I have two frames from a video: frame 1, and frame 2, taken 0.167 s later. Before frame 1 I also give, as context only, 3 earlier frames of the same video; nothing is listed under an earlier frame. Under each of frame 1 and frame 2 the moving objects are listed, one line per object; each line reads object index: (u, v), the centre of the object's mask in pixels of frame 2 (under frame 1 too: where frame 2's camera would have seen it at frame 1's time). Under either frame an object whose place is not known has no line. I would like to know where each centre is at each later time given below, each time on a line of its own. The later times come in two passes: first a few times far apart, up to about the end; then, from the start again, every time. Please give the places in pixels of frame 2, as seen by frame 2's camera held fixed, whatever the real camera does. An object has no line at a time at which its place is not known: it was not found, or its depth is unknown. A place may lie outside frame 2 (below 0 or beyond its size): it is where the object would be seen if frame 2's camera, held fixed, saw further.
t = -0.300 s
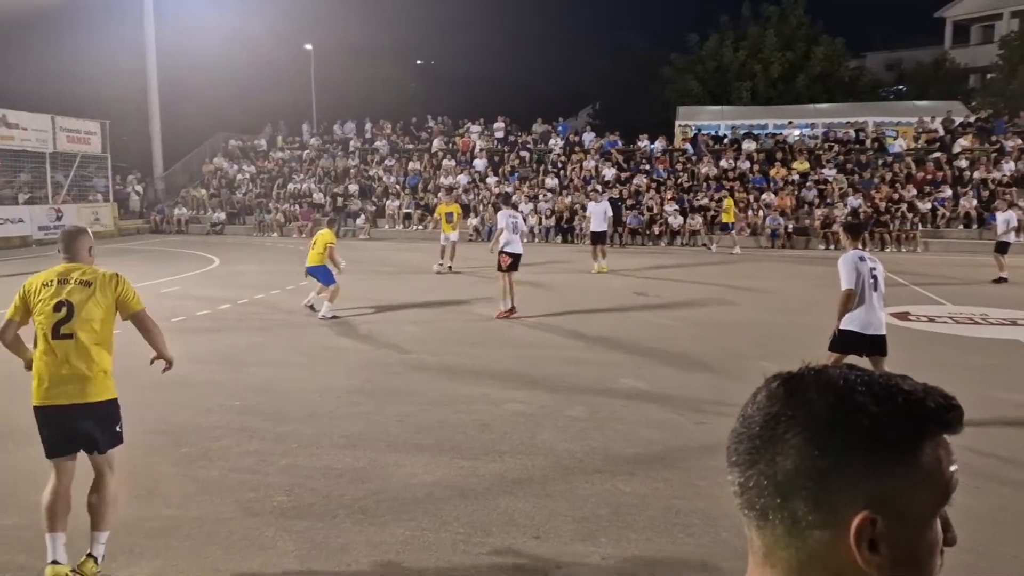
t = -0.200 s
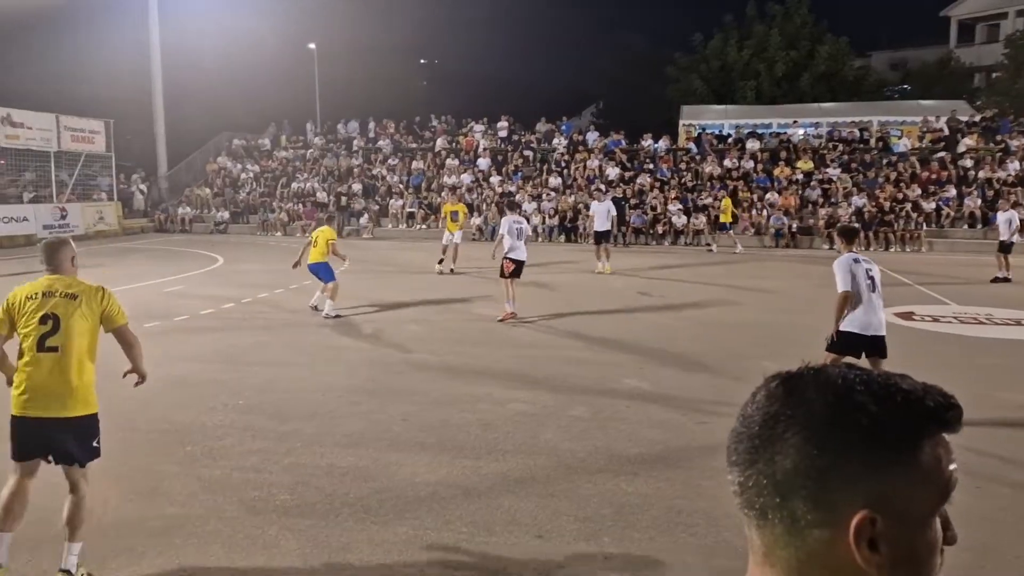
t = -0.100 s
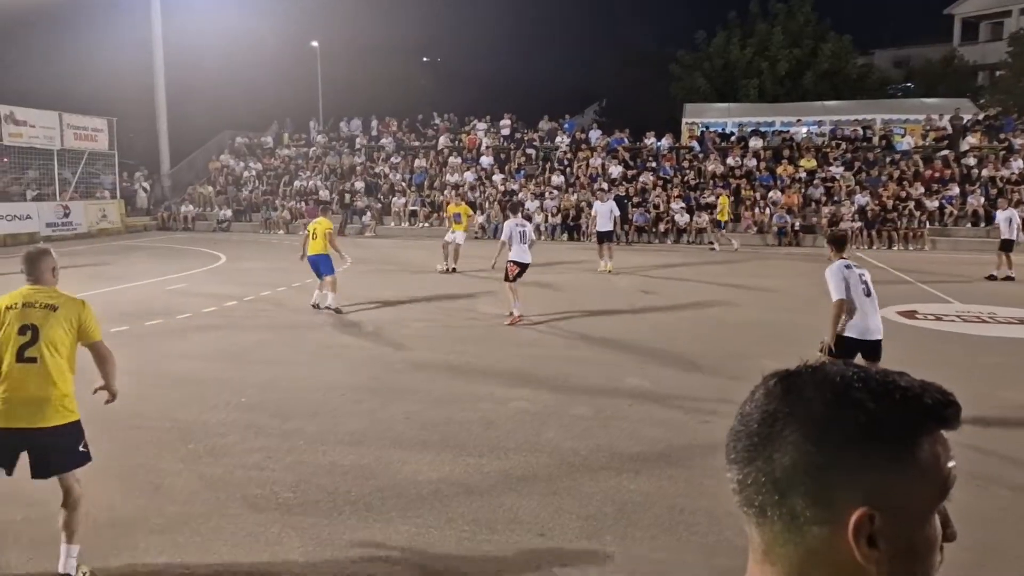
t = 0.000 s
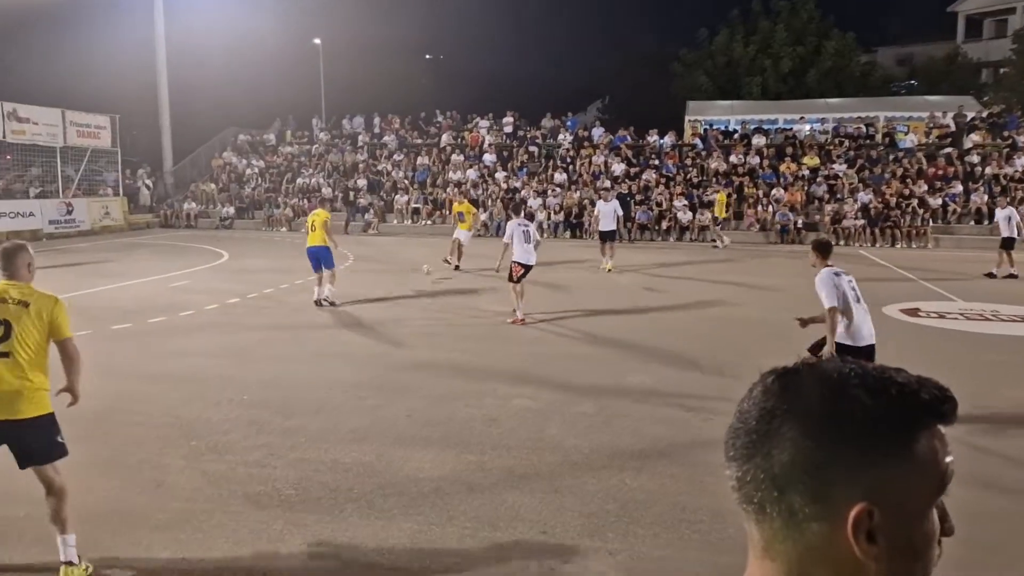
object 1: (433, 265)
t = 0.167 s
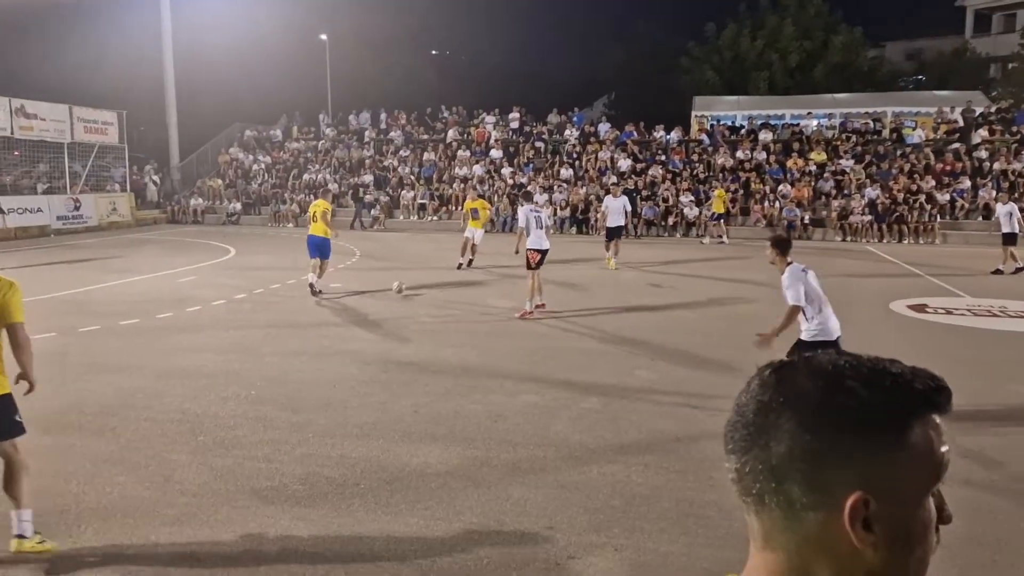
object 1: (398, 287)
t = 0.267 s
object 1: (374, 301)
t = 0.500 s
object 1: (308, 338)
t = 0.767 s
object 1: (211, 391)
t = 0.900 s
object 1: (140, 430)
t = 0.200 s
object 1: (390, 294)
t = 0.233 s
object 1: (382, 297)
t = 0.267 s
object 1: (374, 301)
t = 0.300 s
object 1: (365, 306)
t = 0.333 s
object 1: (357, 310)
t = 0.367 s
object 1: (346, 318)
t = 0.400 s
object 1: (337, 323)
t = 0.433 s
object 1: (328, 326)
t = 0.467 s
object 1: (318, 331)
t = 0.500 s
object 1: (308, 338)
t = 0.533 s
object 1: (297, 345)
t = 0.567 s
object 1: (287, 349)
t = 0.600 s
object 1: (276, 355)
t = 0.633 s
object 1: (265, 362)
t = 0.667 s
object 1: (252, 369)
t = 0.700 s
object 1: (239, 375)
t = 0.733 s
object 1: (226, 383)
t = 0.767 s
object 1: (211, 391)
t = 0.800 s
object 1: (196, 400)
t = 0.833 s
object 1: (178, 410)
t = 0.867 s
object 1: (160, 420)
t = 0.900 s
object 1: (140, 430)
